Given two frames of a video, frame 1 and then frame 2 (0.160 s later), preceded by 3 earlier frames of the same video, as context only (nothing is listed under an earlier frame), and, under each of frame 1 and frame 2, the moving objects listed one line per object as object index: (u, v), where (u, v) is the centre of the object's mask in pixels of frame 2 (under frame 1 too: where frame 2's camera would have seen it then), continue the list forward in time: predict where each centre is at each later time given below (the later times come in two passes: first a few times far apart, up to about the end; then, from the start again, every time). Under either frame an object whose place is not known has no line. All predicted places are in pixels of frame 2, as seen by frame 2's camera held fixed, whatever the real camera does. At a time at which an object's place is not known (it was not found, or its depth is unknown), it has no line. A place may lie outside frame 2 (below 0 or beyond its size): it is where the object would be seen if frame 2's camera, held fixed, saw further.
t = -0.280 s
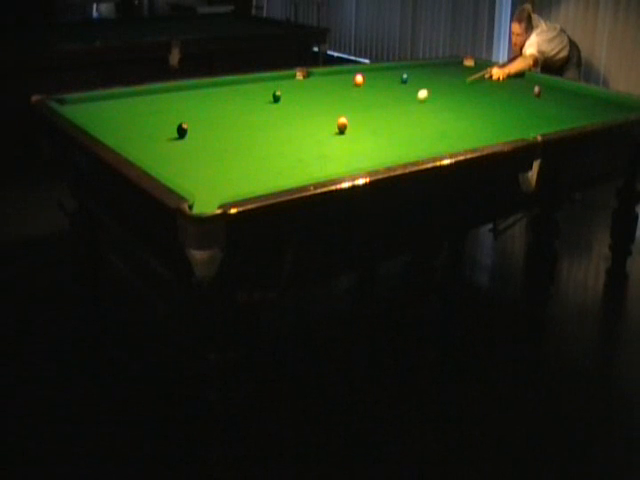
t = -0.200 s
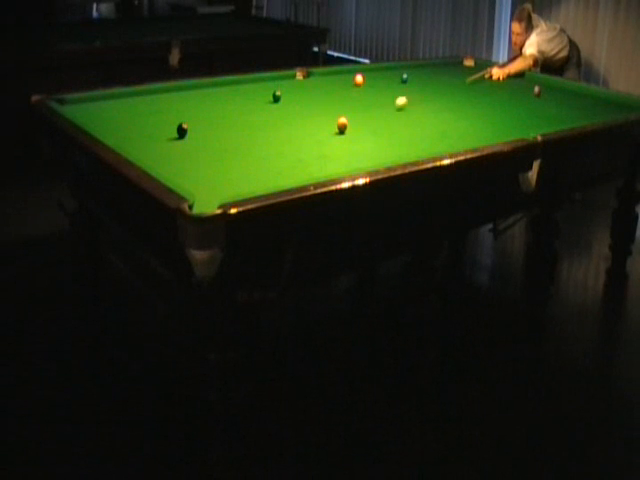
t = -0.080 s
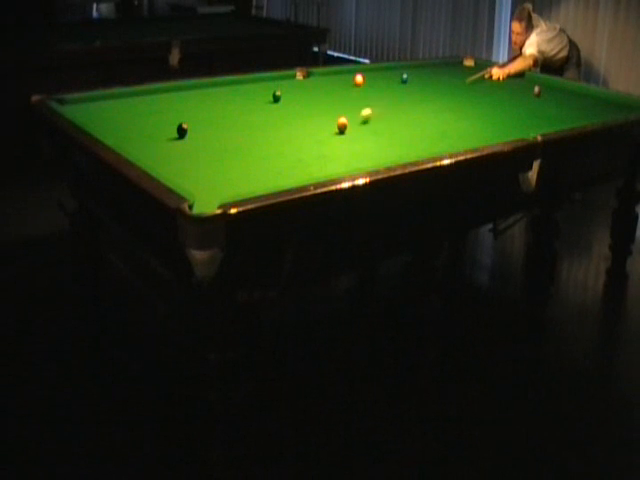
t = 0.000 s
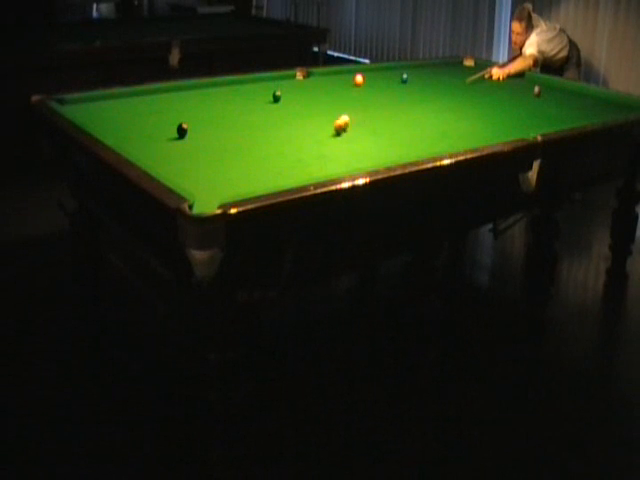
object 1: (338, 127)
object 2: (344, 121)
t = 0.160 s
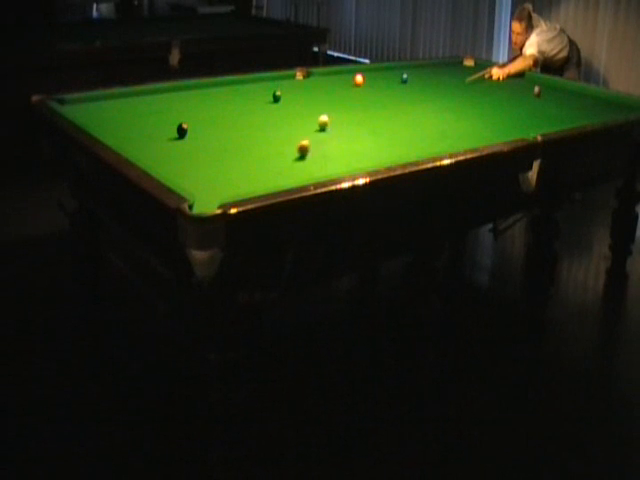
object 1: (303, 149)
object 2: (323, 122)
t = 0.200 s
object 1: (294, 154)
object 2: (317, 123)
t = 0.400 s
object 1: (246, 182)
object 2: (282, 127)
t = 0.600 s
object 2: (246, 132)
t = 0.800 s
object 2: (207, 137)
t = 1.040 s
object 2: (161, 143)
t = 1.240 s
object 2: (131, 144)
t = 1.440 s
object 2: (156, 142)
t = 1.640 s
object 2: (181, 137)
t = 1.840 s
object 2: (203, 132)
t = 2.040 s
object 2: (223, 128)
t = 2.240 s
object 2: (241, 125)
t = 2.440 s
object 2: (259, 122)
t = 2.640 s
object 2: (274, 119)
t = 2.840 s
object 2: (289, 116)
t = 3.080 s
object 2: (305, 113)
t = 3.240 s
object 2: (315, 111)
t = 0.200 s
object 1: (294, 154)
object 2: (317, 123)
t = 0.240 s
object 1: (284, 160)
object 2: (310, 124)
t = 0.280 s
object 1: (275, 166)
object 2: (303, 124)
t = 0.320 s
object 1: (266, 171)
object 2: (296, 126)
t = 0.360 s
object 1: (256, 177)
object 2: (289, 126)
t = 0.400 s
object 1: (246, 182)
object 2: (282, 127)
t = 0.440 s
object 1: (235, 186)
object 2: (275, 128)
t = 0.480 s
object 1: (223, 192)
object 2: (268, 129)
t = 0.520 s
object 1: (212, 202)
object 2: (260, 130)
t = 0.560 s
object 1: (202, 211)
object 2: (253, 131)
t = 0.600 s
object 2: (246, 132)
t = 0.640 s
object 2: (238, 133)
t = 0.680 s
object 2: (231, 134)
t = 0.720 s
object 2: (223, 135)
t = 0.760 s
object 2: (215, 136)
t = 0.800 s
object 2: (207, 137)
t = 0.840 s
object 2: (200, 138)
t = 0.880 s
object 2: (192, 139)
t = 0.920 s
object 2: (185, 140)
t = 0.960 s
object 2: (176, 141)
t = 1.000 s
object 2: (168, 142)
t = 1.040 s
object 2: (161, 143)
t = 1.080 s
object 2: (153, 144)
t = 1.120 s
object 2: (145, 145)
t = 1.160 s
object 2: (137, 146)
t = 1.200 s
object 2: (130, 144)
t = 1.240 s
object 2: (131, 144)
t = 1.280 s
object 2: (136, 145)
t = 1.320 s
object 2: (141, 145)
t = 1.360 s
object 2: (146, 143)
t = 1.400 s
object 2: (151, 142)
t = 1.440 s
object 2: (156, 142)
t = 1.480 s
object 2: (161, 141)
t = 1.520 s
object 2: (166, 140)
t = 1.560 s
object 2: (171, 139)
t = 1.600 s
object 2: (176, 138)
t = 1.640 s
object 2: (181, 137)
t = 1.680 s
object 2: (186, 136)
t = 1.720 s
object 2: (190, 135)
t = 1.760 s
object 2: (194, 134)
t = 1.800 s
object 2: (198, 133)
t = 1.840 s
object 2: (203, 132)
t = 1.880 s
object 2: (207, 131)
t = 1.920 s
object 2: (211, 131)
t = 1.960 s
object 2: (215, 130)
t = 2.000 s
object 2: (219, 129)
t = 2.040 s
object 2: (223, 128)
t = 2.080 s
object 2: (227, 127)
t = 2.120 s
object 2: (231, 127)
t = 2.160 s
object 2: (234, 126)
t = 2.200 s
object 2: (238, 125)
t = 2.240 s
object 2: (241, 125)
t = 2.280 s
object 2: (245, 124)
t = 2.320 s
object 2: (249, 123)
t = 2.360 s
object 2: (252, 123)
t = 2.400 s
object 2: (255, 122)
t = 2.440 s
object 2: (259, 122)
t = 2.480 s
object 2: (262, 121)
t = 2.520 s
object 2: (265, 120)
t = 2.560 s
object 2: (268, 120)
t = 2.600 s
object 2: (271, 119)
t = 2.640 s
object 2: (274, 119)
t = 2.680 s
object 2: (277, 118)
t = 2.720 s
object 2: (280, 117)
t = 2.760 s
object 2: (283, 117)
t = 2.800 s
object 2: (286, 116)
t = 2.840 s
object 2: (289, 116)
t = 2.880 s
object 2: (292, 115)
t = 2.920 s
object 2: (295, 114)
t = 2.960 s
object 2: (297, 114)
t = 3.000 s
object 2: (300, 113)
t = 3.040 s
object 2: (303, 113)
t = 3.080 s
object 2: (305, 113)
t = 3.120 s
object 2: (308, 112)
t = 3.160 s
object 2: (310, 112)
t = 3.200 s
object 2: (312, 111)
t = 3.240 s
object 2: (315, 111)
